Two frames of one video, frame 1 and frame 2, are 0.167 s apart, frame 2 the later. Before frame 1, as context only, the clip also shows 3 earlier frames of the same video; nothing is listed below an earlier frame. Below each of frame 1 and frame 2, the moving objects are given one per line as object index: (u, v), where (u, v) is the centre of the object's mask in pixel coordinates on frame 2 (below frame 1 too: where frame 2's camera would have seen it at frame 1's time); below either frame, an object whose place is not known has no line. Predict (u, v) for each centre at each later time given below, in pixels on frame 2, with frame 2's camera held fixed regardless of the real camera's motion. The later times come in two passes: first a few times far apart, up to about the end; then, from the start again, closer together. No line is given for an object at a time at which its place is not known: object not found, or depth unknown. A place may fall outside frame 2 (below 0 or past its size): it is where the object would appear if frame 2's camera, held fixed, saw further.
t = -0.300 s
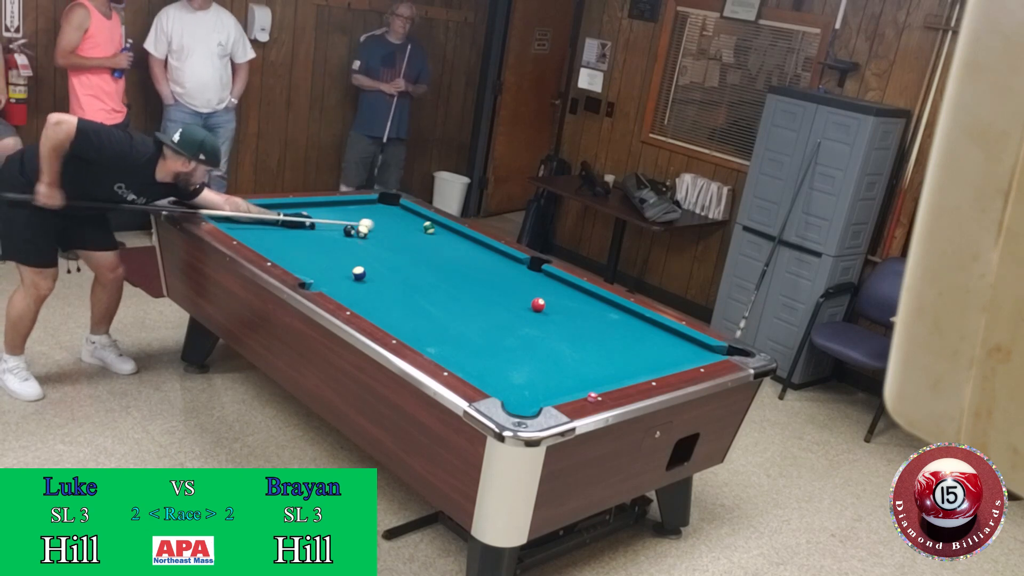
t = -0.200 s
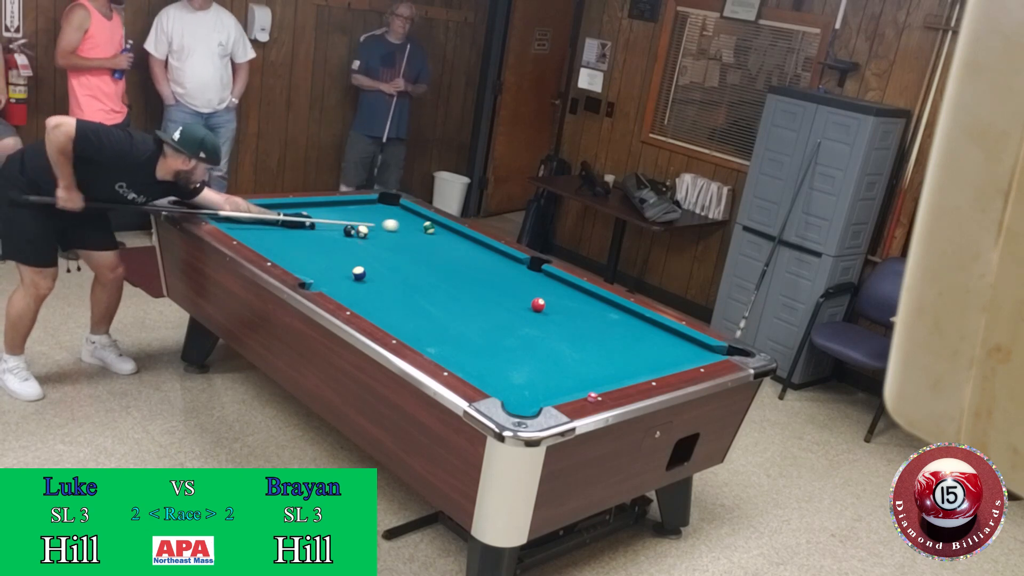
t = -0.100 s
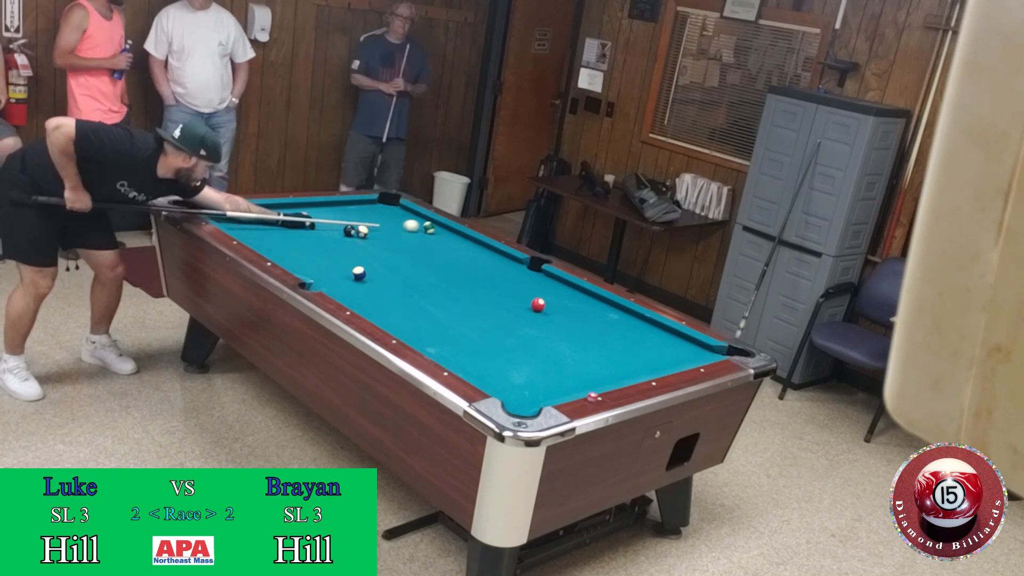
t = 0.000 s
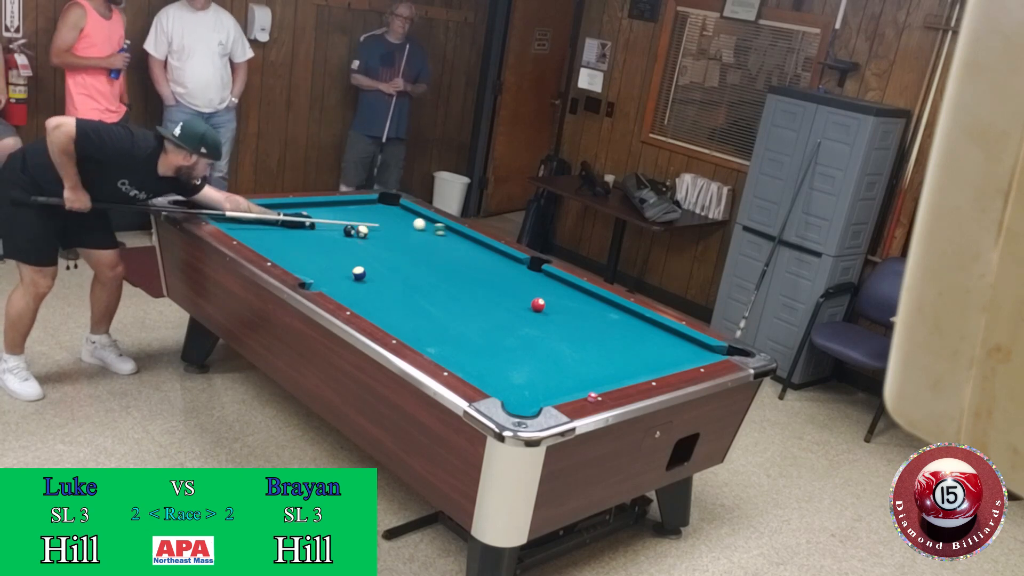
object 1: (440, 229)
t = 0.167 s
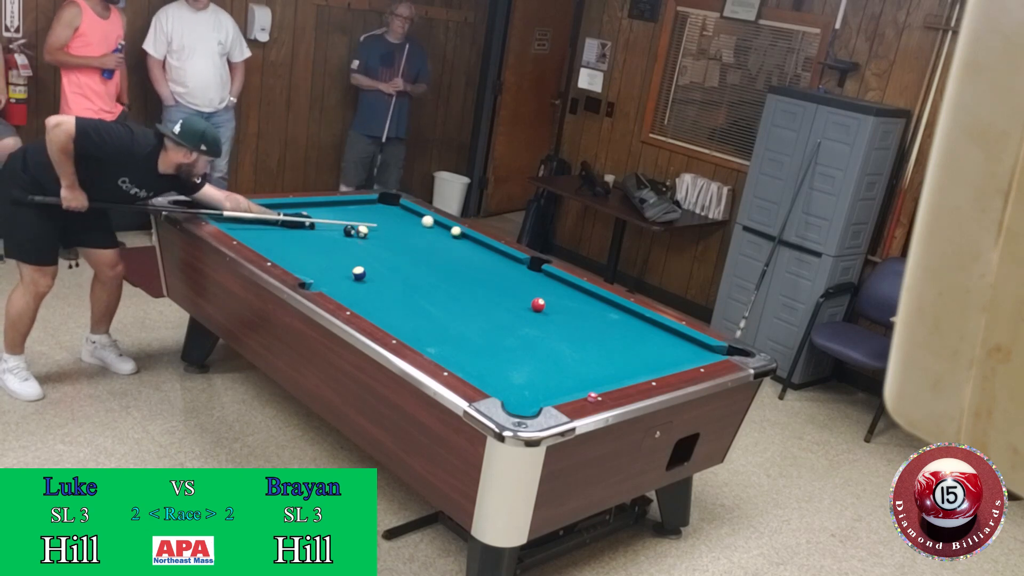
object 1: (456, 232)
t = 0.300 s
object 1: (455, 235)
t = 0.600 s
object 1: (453, 240)
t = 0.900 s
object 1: (450, 245)
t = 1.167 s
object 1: (450, 249)
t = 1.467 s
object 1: (448, 254)
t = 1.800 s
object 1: (448, 258)
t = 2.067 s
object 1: (449, 262)
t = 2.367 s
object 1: (448, 265)
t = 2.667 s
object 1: (450, 269)
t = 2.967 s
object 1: (451, 270)
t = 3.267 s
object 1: (453, 273)
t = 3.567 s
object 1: (454, 274)
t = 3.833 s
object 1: (455, 275)
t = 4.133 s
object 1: (455, 275)
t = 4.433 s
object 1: (455, 275)
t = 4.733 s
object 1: (455, 275)
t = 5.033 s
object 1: (455, 275)
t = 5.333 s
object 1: (455, 275)
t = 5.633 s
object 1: (458, 274)
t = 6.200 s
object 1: (455, 275)
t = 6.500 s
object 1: (455, 275)
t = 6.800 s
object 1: (455, 275)
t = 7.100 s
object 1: (455, 275)
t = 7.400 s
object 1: (455, 275)
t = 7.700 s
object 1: (455, 275)
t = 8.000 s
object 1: (455, 275)
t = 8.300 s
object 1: (455, 275)
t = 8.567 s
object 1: (455, 275)
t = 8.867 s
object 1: (455, 275)
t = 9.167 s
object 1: (455, 275)
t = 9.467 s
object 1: (455, 275)
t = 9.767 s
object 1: (455, 275)
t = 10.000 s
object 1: (455, 275)
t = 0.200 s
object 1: (456, 233)
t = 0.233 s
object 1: (456, 234)
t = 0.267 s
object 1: (455, 234)
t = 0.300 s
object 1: (455, 235)
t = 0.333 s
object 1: (455, 235)
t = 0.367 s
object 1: (454, 236)
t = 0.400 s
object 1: (454, 237)
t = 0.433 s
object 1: (454, 237)
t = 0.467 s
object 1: (454, 238)
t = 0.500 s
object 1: (453, 238)
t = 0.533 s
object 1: (453, 238)
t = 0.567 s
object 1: (453, 239)
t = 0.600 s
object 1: (453, 240)
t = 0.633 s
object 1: (453, 241)
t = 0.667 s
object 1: (453, 242)
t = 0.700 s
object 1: (452, 242)
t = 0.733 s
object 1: (452, 242)
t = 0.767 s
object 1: (451, 243)
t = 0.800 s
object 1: (451, 243)
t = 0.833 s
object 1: (450, 244)
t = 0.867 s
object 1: (450, 245)
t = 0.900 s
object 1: (450, 245)
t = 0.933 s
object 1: (450, 246)
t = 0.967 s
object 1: (450, 246)
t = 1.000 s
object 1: (450, 247)
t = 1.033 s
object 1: (450, 247)
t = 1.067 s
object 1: (450, 247)
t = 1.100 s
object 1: (450, 248)
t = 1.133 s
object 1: (450, 249)
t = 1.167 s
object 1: (450, 249)
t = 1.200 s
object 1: (450, 250)
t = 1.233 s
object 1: (449, 251)
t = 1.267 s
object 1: (449, 251)
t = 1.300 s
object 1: (449, 252)
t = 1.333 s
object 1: (449, 252)
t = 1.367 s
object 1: (449, 252)
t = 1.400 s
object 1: (448, 252)
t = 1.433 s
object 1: (448, 253)
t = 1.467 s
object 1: (448, 254)
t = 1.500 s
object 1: (448, 254)
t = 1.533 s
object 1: (448, 255)
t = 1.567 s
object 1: (448, 256)
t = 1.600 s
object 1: (448, 256)
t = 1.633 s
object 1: (448, 257)
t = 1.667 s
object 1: (449, 257)
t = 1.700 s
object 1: (448, 258)
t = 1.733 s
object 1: (448, 258)
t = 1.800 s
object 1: (448, 258)
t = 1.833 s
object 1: (449, 258)
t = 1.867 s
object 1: (449, 259)
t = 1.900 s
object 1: (449, 259)
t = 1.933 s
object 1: (449, 260)
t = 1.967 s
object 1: (449, 260)
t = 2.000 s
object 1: (449, 261)
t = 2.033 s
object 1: (449, 262)
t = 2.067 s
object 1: (449, 262)
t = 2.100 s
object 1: (448, 263)
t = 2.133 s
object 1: (448, 263)
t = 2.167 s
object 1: (448, 263)
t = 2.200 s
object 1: (448, 263)
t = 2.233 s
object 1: (448, 264)
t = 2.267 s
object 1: (448, 264)
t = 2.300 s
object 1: (448, 264)
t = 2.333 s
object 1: (448, 264)
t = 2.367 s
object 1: (448, 265)
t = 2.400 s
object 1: (448, 265)
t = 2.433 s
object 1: (448, 266)
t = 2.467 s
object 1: (449, 266)
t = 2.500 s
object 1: (448, 267)
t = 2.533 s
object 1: (448, 267)
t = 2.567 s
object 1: (449, 268)
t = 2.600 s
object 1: (449, 268)
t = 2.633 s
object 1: (449, 269)
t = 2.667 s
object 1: (450, 269)
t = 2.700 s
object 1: (450, 269)
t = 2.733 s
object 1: (450, 270)
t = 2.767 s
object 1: (450, 270)
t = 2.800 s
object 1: (450, 270)
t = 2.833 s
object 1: (450, 270)
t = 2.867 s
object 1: (450, 270)
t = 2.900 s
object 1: (451, 270)
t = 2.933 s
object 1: (451, 270)
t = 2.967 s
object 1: (451, 270)
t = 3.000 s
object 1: (451, 271)
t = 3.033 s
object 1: (451, 271)
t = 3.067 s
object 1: (452, 271)
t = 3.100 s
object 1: (452, 272)
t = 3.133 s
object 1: (452, 272)
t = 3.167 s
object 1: (452, 272)
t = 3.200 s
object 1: (453, 272)
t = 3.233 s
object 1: (453, 272)
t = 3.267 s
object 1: (453, 273)
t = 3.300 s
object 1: (453, 273)
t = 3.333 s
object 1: (453, 273)
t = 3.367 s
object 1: (454, 274)
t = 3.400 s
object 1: (454, 274)
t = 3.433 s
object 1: (454, 274)
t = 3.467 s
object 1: (454, 274)
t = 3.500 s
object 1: (454, 274)
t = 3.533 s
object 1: (454, 274)
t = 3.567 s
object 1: (454, 274)
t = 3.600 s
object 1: (455, 275)
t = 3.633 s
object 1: (455, 275)
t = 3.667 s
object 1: (455, 275)
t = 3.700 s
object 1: (455, 275)
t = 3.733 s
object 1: (455, 275)
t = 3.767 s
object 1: (455, 275)
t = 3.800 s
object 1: (455, 275)
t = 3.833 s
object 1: (455, 275)
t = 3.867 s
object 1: (455, 275)
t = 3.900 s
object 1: (455, 275)
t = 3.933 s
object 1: (455, 275)
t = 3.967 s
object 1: (455, 275)
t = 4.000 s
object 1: (455, 275)
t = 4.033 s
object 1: (455, 275)
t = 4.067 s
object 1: (455, 275)
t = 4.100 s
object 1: (455, 275)
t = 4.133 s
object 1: (455, 275)
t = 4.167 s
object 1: (455, 275)
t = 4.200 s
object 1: (455, 275)
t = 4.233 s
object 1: (455, 275)
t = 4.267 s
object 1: (455, 275)
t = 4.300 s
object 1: (455, 275)
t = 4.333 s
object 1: (455, 275)
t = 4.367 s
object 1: (455, 275)
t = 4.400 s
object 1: (455, 275)
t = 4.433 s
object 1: (455, 275)
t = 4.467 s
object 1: (455, 275)
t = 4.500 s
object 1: (455, 275)
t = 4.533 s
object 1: (455, 275)
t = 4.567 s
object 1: (455, 275)
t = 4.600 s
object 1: (455, 275)
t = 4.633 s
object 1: (455, 275)
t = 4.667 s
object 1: (455, 275)
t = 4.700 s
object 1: (455, 275)
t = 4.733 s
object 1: (455, 275)
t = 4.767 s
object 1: (455, 275)
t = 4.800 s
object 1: (455, 275)
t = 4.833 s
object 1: (455, 275)
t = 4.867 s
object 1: (455, 275)
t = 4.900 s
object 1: (455, 275)
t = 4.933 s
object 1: (455, 275)
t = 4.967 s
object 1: (455, 275)
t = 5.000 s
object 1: (455, 275)
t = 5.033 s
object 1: (455, 275)
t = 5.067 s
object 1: (455, 275)
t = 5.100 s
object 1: (455, 275)
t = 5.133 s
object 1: (455, 275)
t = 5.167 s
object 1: (455, 275)
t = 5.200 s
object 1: (455, 275)
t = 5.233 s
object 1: (455, 275)
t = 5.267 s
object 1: (455, 275)
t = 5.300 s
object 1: (455, 275)
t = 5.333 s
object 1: (455, 275)
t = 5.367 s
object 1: (455, 275)
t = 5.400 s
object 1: (455, 275)
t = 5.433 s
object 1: (455, 275)
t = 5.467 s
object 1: (455, 275)
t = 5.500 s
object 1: (455, 275)
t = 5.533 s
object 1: (455, 275)
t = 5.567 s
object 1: (455, 275)
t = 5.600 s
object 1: (457, 275)
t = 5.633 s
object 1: (458, 274)
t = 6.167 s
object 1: (453, 273)
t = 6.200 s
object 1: (455, 275)
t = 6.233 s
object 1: (455, 275)
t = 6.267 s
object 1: (455, 275)
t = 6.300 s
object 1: (455, 275)
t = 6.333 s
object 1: (455, 275)
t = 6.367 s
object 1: (455, 275)
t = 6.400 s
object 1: (455, 275)
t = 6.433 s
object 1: (455, 275)
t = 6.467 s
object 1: (455, 275)
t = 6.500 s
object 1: (455, 275)
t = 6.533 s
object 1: (455, 275)
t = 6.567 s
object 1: (455, 275)
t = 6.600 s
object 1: (455, 275)
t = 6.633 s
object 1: (455, 275)
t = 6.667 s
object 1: (455, 275)
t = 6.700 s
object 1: (455, 275)
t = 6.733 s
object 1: (455, 275)
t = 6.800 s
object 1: (455, 275)
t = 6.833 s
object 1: (455, 275)
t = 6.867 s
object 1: (455, 275)
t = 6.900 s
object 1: (455, 275)
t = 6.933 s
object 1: (455, 275)
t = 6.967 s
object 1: (455, 275)
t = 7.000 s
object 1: (455, 275)
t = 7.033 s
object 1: (455, 275)
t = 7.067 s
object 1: (455, 275)
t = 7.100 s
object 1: (455, 275)
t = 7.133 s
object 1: (455, 275)
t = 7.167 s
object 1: (455, 275)
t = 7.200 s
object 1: (455, 275)
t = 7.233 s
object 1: (455, 275)
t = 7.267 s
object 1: (455, 275)
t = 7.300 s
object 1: (455, 275)
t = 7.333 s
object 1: (455, 275)
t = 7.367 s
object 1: (455, 275)
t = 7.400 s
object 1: (455, 275)
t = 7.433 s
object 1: (455, 275)
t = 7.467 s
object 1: (455, 275)
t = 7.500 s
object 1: (455, 275)
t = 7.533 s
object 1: (455, 275)
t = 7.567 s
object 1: (455, 275)
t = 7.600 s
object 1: (455, 275)
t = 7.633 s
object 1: (455, 275)
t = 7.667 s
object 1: (455, 275)
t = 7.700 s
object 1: (455, 275)
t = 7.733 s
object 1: (455, 275)
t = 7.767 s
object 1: (455, 275)
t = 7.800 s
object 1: (455, 275)
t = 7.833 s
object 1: (455, 275)
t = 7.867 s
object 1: (455, 275)
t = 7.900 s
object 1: (455, 275)
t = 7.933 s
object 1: (455, 275)
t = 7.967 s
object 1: (455, 275)
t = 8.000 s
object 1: (455, 275)
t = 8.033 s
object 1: (455, 275)
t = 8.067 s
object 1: (455, 275)
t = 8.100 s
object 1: (455, 275)
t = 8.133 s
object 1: (455, 275)
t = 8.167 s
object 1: (455, 275)
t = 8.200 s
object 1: (455, 275)
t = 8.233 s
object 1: (455, 275)
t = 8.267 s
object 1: (455, 275)
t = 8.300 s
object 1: (455, 275)
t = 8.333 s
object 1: (455, 275)
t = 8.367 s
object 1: (455, 275)
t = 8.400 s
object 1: (455, 275)
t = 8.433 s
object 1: (455, 275)
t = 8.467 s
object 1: (455, 275)
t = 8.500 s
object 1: (455, 275)
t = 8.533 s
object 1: (455, 275)
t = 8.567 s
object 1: (455, 275)
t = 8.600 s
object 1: (455, 275)
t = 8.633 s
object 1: (455, 275)
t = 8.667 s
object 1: (455, 275)
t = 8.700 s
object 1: (455, 275)
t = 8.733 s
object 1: (455, 275)
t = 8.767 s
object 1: (455, 275)
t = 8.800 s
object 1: (455, 275)
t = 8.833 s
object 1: (455, 275)
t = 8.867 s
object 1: (455, 275)
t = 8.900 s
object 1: (455, 275)
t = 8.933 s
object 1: (455, 275)
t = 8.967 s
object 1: (455, 275)
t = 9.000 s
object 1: (455, 275)
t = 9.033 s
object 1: (455, 275)
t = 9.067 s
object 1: (455, 275)
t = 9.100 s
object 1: (455, 275)
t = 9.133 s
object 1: (455, 275)
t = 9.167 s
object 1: (455, 275)
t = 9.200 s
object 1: (455, 275)
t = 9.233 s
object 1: (455, 275)
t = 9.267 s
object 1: (455, 275)
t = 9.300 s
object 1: (455, 275)
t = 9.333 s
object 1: (455, 275)
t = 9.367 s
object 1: (455, 275)
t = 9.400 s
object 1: (455, 275)
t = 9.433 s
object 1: (455, 275)
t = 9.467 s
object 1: (455, 275)
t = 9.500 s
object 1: (455, 275)
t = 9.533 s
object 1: (455, 275)
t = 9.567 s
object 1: (455, 275)
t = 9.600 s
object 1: (455, 275)
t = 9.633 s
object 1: (455, 275)
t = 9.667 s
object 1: (455, 275)
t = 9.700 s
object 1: (455, 275)
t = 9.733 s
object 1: (455, 275)
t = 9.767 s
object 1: (455, 275)
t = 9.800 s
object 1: (455, 275)
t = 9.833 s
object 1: (455, 275)
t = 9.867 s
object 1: (455, 275)
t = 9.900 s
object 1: (455, 275)
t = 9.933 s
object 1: (455, 275)
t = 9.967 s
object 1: (455, 275)
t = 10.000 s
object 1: (455, 275)
